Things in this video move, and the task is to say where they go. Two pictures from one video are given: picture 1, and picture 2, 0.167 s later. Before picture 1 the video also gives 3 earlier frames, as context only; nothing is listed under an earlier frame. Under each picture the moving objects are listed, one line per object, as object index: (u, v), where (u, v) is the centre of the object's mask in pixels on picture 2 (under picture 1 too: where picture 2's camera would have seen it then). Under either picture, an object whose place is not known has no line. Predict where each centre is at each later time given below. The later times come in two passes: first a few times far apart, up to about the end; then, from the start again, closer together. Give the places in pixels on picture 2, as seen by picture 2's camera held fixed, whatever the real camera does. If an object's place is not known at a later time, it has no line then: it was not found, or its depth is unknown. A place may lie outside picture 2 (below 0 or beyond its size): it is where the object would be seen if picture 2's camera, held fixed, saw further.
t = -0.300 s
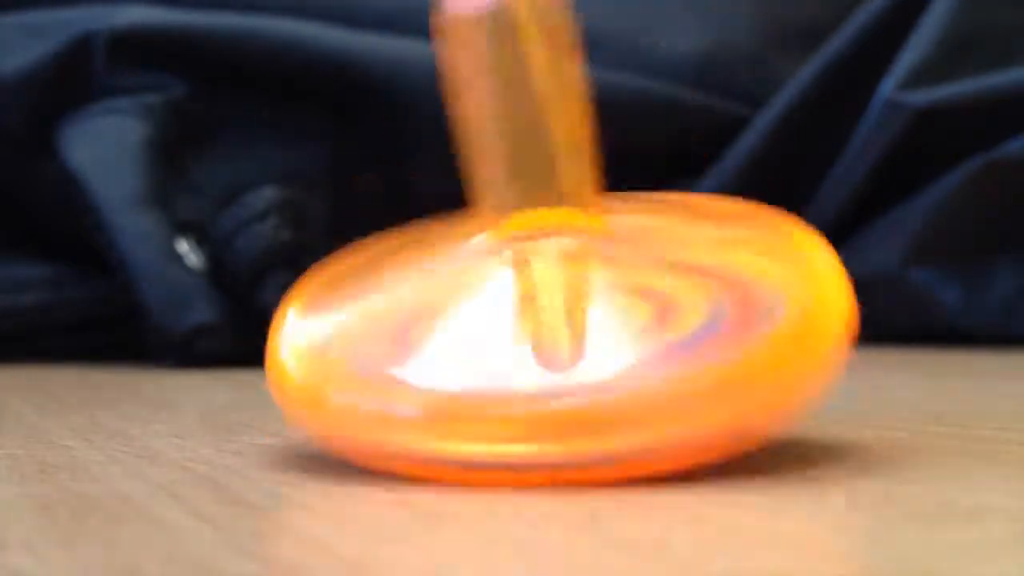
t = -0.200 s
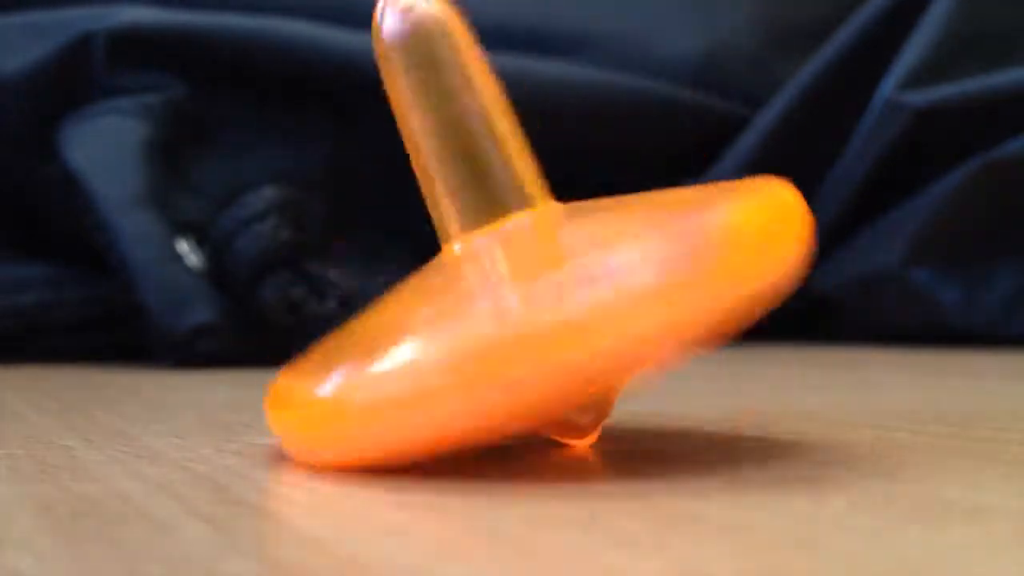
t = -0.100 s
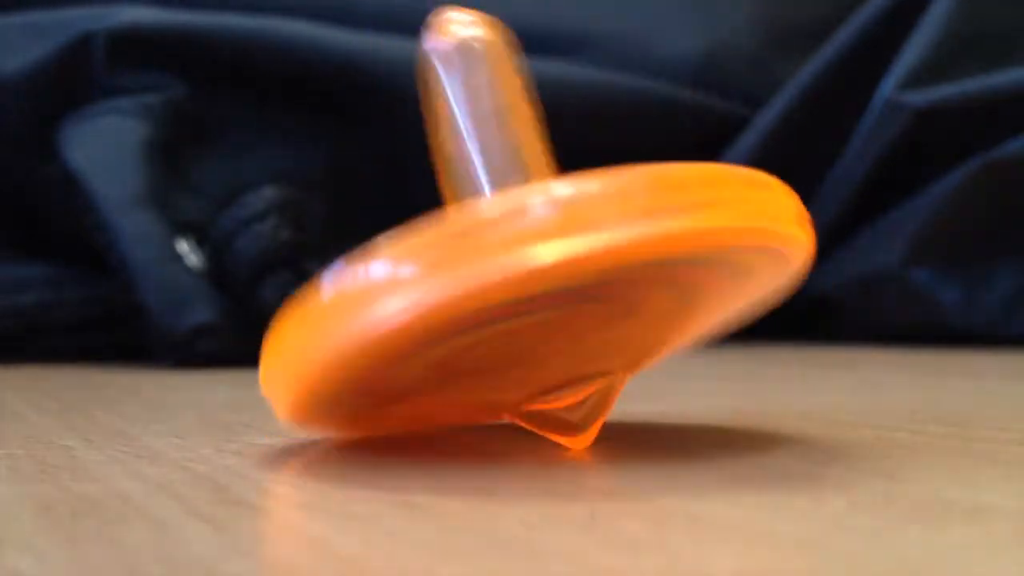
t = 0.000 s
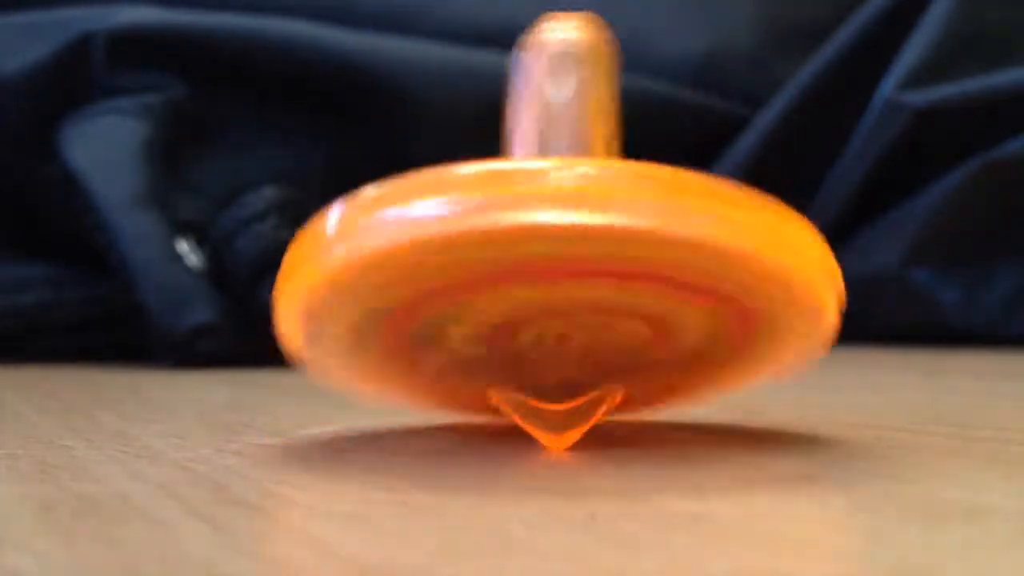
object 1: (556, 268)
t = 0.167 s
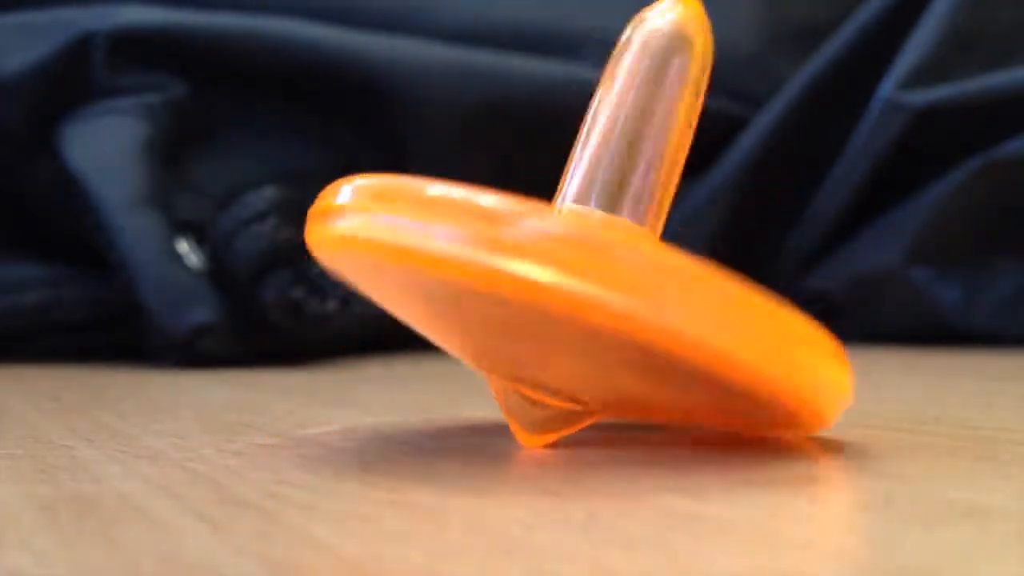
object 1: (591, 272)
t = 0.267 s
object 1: (589, 270)
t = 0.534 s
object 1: (533, 270)
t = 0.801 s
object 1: (514, 293)
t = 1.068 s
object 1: (432, 270)
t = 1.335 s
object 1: (504, 265)
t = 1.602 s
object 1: (509, 293)
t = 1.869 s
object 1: (460, 269)
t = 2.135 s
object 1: (512, 296)
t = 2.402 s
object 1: (496, 269)
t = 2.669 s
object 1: (452, 287)
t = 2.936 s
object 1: (563, 272)
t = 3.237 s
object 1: (440, 271)
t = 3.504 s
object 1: (473, 297)
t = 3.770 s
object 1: (556, 277)
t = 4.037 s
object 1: (514, 272)
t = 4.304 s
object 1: (420, 273)
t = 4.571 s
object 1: (476, 301)
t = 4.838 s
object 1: (511, 300)
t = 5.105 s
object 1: (540, 288)
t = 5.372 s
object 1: (561, 272)
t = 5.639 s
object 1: (535, 273)
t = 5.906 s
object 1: (437, 273)
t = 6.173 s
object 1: (433, 280)
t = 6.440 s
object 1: (446, 290)
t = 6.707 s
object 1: (422, 274)
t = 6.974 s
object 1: (464, 274)
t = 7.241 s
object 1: (538, 274)
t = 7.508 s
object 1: (550, 274)
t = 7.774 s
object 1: (504, 274)
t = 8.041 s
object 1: (434, 274)
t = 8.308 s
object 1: (422, 273)
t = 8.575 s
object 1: (422, 274)
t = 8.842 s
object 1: (440, 275)
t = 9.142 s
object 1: (504, 275)
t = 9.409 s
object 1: (532, 275)
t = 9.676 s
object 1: (512, 275)
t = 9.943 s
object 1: (463, 275)
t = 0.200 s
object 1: (590, 272)
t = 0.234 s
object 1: (588, 271)
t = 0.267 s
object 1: (589, 270)
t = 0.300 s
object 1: (590, 271)
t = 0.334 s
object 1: (589, 272)
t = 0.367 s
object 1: (588, 271)
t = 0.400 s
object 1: (585, 271)
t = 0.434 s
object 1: (578, 272)
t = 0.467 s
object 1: (568, 271)
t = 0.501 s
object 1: (553, 270)
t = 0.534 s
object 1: (533, 270)
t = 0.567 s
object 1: (507, 268)
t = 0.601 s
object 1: (475, 267)
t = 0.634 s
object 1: (445, 267)
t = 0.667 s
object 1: (422, 270)
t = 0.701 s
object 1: (426, 269)
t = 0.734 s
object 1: (445, 278)
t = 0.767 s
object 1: (479, 289)
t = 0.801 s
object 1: (514, 293)
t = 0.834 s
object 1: (544, 287)
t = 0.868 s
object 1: (565, 271)
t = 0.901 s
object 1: (544, 265)
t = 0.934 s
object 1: (507, 264)
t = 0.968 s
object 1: (468, 263)
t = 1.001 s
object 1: (437, 266)
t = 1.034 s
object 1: (420, 270)
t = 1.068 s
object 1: (432, 270)
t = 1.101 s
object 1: (455, 282)
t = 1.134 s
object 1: (486, 290)
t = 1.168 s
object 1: (515, 292)
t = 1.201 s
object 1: (542, 287)
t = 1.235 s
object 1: (561, 276)
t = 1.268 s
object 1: (559, 267)
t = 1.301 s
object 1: (536, 266)
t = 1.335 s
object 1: (504, 265)
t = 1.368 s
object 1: (471, 265)
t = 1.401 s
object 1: (444, 266)
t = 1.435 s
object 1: (423, 269)
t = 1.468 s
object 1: (424, 269)
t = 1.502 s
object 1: (437, 275)
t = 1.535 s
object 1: (458, 286)
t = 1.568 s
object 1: (483, 292)
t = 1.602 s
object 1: (509, 293)
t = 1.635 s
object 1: (533, 289)
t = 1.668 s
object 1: (553, 281)
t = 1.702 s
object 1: (564, 272)
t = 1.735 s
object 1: (557, 268)
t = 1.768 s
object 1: (537, 269)
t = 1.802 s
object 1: (512, 268)
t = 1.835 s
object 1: (486, 268)
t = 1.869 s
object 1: (460, 269)
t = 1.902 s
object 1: (437, 270)
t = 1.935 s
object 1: (422, 271)
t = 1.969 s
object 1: (424, 271)
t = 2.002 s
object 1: (433, 276)
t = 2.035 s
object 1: (448, 285)
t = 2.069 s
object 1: (468, 293)
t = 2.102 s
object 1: (490, 296)
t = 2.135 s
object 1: (512, 296)
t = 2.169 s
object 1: (532, 291)
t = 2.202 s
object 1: (549, 283)
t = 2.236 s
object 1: (560, 275)
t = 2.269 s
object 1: (563, 271)
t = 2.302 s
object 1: (554, 270)
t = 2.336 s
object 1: (537, 270)
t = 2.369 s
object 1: (518, 270)
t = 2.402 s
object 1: (496, 269)
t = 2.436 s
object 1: (474, 269)
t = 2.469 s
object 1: (453, 270)
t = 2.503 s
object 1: (436, 271)
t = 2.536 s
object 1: (423, 272)
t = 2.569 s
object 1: (421, 271)
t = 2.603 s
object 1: (426, 272)
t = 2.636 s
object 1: (437, 279)
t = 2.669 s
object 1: (452, 287)
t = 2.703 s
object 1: (468, 293)
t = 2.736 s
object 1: (486, 296)
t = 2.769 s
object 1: (504, 297)
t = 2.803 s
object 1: (521, 294)
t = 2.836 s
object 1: (536, 289)
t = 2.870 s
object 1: (549, 282)
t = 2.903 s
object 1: (558, 276)
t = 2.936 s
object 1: (563, 272)
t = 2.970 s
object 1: (561, 271)
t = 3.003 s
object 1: (554, 271)
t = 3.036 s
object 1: (541, 271)
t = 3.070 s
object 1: (526, 271)
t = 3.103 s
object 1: (509, 271)
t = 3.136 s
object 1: (492, 271)
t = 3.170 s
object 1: (473, 270)
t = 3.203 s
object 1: (456, 271)
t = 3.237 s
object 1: (440, 271)
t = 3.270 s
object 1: (428, 272)
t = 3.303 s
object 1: (421, 272)
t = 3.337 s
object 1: (422, 272)
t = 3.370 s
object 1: (427, 274)
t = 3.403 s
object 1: (436, 280)
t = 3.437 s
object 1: (447, 287)
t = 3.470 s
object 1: (460, 293)
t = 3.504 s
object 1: (473, 297)
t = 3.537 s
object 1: (486, 298)
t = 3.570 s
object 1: (498, 299)
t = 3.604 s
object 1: (510, 298)
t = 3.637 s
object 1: (521, 295)
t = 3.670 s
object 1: (531, 292)
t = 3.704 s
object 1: (541, 287)
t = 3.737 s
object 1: (549, 282)
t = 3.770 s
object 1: (556, 277)
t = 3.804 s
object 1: (561, 273)
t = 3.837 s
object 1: (562, 272)
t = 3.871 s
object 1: (562, 272)
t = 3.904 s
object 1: (557, 273)
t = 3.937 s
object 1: (550, 272)
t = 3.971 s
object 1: (540, 272)
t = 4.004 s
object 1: (528, 272)
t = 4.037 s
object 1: (514, 272)
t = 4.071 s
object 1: (499, 272)
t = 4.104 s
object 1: (483, 272)
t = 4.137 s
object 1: (468, 272)
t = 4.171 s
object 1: (453, 272)
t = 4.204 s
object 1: (441, 272)
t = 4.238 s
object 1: (430, 273)
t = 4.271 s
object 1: (423, 273)
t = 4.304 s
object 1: (420, 273)
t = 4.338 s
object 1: (423, 273)
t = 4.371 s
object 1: (427, 276)
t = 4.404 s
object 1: (434, 281)
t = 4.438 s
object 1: (443, 287)
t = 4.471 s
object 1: (451, 292)
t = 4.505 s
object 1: (460, 296)
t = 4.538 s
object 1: (468, 298)
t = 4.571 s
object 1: (476, 301)
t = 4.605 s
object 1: (482, 301)
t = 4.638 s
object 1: (488, 302)
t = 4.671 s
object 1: (492, 302)
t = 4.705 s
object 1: (496, 303)
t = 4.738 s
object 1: (500, 302)
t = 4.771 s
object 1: (503, 302)
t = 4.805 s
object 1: (507, 301)
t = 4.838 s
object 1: (511, 300)
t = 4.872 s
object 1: (514, 299)
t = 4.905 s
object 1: (518, 298)
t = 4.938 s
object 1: (522, 297)
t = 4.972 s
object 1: (526, 295)
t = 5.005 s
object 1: (530, 294)
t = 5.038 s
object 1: (533, 292)
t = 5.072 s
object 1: (537, 290)
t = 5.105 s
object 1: (540, 288)
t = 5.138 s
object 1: (543, 286)
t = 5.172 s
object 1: (547, 284)
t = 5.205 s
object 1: (549, 282)
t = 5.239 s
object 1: (552, 279)
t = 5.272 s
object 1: (555, 277)
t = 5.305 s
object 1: (557, 275)
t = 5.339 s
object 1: (560, 273)
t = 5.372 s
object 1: (561, 272)
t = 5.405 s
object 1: (562, 272)
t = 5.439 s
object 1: (562, 271)
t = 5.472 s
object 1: (562, 272)
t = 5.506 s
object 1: (560, 273)
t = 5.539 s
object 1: (556, 273)
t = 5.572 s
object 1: (551, 273)
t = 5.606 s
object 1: (544, 273)
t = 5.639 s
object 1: (535, 273)
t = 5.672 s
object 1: (525, 273)
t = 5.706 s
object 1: (513, 273)
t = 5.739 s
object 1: (500, 273)
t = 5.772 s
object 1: (486, 273)
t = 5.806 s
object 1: (472, 273)
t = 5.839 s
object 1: (460, 273)
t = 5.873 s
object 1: (448, 273)
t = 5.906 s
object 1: (437, 273)
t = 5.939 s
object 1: (428, 273)
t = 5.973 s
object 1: (423, 272)
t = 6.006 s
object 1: (421, 271)
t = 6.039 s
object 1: (421, 271)
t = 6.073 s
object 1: (423, 272)
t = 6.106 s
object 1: (426, 274)
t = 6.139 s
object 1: (429, 278)
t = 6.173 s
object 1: (433, 280)
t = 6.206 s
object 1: (436, 282)
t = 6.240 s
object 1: (439, 285)
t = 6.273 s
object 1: (443, 287)
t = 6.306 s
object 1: (445, 289)
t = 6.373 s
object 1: (446, 290)
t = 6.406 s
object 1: (447, 290)
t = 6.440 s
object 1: (446, 290)
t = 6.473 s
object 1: (444, 289)
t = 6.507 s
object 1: (441, 287)
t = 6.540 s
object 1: (438, 285)
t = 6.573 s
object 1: (435, 283)
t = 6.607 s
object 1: (432, 280)
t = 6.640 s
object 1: (428, 278)
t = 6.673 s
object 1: (425, 276)
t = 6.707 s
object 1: (422, 274)
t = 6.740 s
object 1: (421, 273)
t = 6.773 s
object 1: (422, 273)
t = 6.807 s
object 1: (424, 274)
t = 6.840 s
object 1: (428, 275)
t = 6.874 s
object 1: (435, 275)
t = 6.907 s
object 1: (444, 275)
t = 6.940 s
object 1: (454, 275)
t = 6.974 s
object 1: (464, 274)
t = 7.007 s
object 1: (474, 274)
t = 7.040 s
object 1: (484, 274)
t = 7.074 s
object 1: (496, 274)
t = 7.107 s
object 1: (506, 273)
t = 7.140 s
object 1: (516, 274)
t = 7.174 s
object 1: (524, 274)
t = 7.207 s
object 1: (531, 274)
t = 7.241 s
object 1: (538, 274)
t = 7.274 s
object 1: (543, 274)
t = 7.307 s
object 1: (547, 274)
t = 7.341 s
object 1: (550, 274)
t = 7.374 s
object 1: (551, 274)
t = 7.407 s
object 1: (552, 274)
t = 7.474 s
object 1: (551, 274)
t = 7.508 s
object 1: (550, 274)
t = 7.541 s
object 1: (548, 274)
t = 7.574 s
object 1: (544, 274)
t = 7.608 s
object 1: (540, 274)
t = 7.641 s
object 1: (535, 274)
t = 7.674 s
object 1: (528, 274)
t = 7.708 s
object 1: (522, 274)
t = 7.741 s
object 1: (513, 274)
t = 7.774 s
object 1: (504, 274)
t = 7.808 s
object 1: (495, 274)
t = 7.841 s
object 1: (485, 274)
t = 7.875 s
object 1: (476, 274)
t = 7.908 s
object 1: (467, 274)
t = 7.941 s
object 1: (458, 274)
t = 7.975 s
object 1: (450, 274)
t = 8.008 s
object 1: (442, 274)
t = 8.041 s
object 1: (434, 274)
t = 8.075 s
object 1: (428, 274)
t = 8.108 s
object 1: (424, 274)
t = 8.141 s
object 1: (422, 273)
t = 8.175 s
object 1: (421, 272)
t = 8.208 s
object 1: (421, 272)
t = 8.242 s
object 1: (421, 272)
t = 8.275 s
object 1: (422, 273)
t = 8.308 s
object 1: (422, 273)
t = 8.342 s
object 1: (423, 273)
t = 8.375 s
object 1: (423, 274)
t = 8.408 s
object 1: (423, 274)
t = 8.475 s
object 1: (423, 274)
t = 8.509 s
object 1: (423, 274)
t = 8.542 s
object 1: (422, 273)
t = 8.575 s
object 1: (422, 274)
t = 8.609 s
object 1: (421, 273)
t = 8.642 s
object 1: (421, 273)
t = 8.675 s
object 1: (422, 273)
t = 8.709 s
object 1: (423, 274)
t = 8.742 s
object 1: (425, 275)
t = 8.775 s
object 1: (428, 276)
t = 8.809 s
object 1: (433, 276)
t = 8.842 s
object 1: (440, 275)
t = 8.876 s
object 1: (447, 275)
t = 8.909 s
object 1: (454, 275)
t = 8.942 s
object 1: (462, 276)
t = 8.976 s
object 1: (468, 275)
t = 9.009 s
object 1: (475, 275)
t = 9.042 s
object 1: (482, 275)
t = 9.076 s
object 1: (489, 275)
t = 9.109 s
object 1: (497, 275)
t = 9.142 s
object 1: (504, 275)
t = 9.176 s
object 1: (511, 275)
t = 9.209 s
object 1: (516, 275)
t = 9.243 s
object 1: (521, 275)
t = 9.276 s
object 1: (524, 275)
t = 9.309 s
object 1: (527, 275)
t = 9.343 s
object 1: (530, 275)
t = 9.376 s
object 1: (531, 275)
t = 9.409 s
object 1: (532, 275)
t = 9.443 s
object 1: (532, 275)
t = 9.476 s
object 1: (531, 275)
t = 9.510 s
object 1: (529, 275)
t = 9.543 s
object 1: (527, 275)
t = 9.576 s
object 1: (524, 276)
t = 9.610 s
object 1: (521, 275)
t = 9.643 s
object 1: (517, 275)
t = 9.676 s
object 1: (512, 275)
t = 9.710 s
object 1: (506, 275)
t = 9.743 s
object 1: (499, 275)
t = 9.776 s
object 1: (493, 275)
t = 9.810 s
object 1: (486, 276)
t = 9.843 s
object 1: (479, 275)
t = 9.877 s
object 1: (474, 275)
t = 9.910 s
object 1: (468, 275)
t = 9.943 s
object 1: (463, 275)
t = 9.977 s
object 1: (457, 275)
